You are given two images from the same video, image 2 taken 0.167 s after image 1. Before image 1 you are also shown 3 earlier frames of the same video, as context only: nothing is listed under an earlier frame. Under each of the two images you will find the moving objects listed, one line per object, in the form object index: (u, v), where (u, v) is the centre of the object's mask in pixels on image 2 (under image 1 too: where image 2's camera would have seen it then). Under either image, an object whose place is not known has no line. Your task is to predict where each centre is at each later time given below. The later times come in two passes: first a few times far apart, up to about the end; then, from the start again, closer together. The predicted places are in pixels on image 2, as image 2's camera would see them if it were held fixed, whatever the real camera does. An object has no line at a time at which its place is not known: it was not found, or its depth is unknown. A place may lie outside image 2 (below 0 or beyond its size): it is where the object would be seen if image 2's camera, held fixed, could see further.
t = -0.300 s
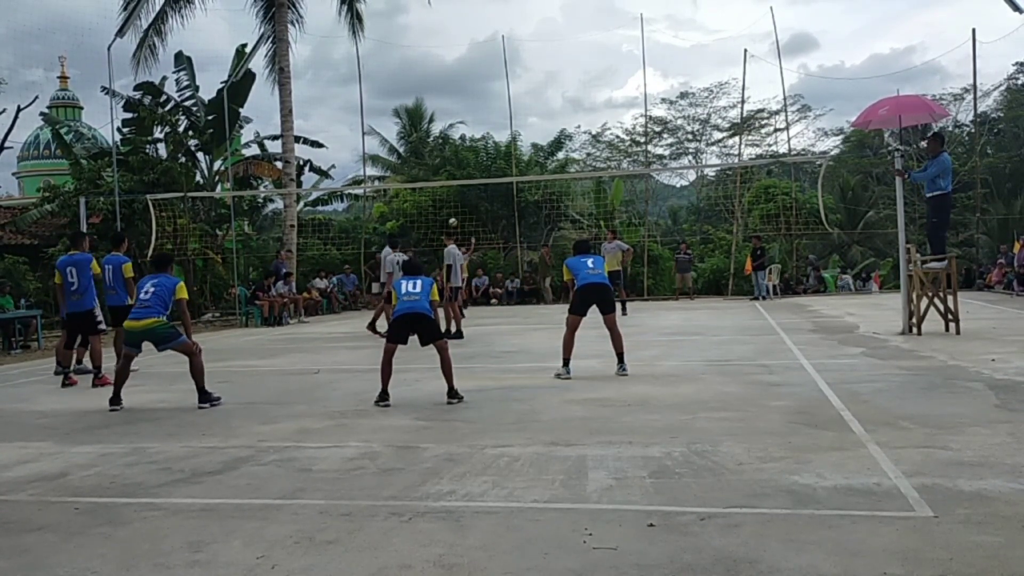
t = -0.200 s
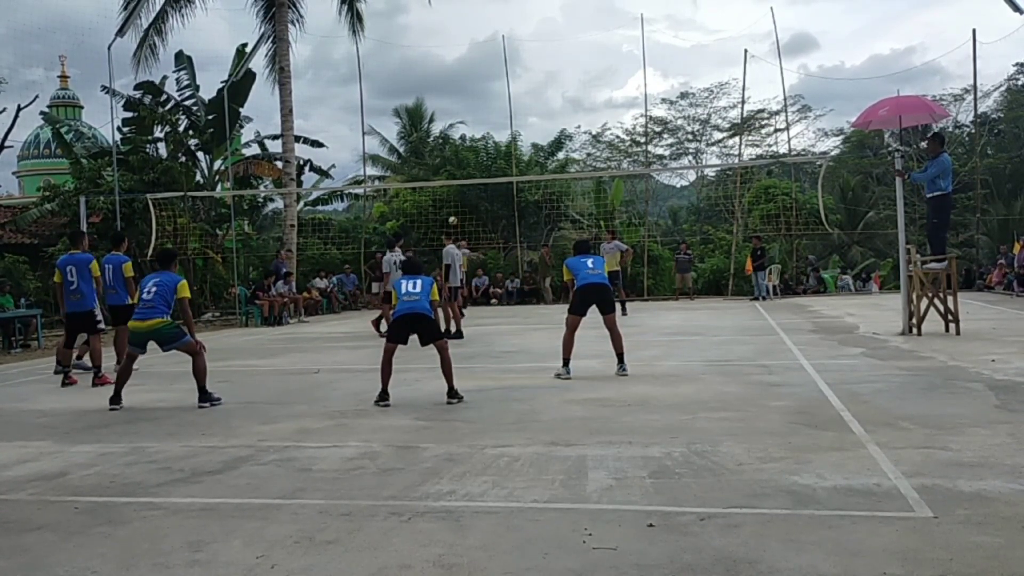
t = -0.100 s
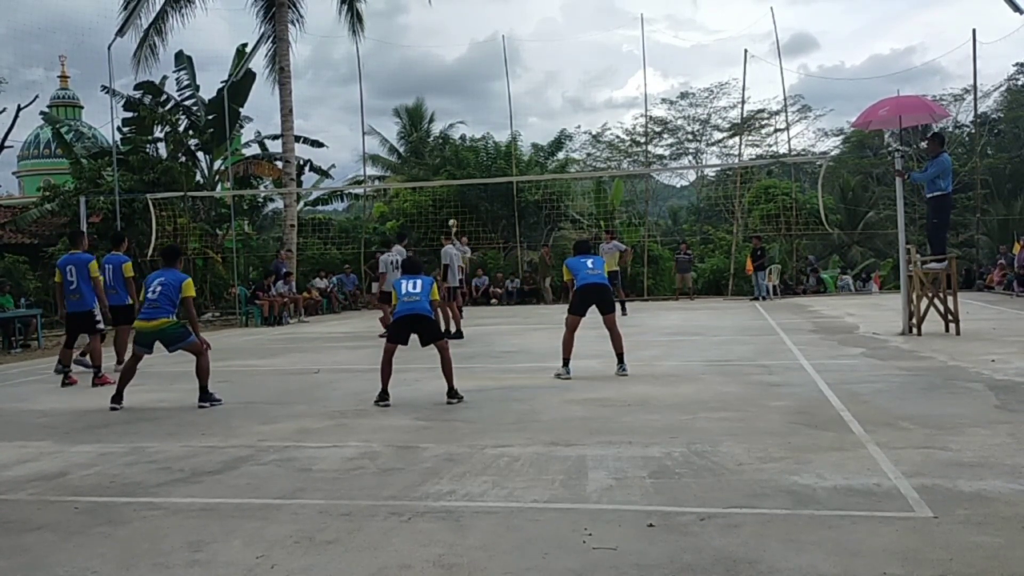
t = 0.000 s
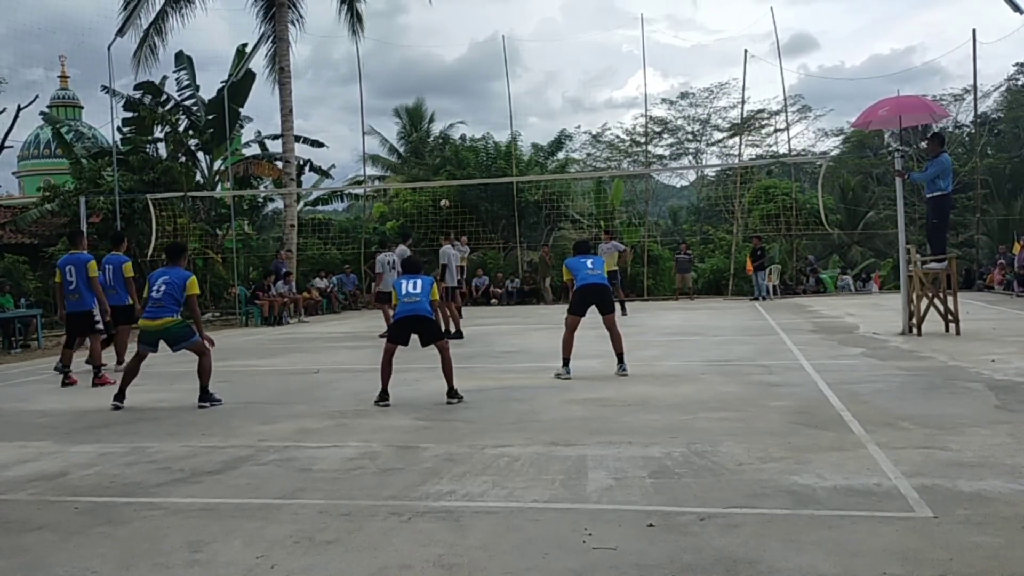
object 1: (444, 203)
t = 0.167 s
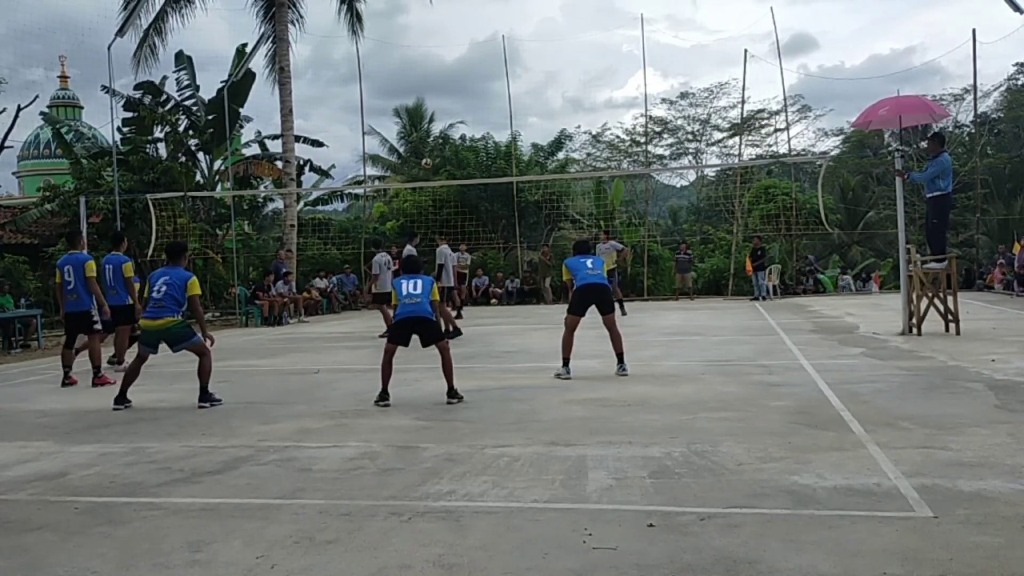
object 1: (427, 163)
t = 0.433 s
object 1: (394, 103)
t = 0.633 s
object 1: (363, 75)
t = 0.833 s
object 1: (325, 76)
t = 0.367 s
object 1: (403, 117)
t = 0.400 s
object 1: (398, 110)
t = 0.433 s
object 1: (394, 103)
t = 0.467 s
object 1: (389, 96)
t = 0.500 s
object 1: (384, 91)
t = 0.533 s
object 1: (379, 86)
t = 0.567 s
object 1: (373, 81)
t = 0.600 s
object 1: (368, 77)
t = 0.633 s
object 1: (363, 75)
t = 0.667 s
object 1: (357, 73)
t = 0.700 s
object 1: (351, 71)
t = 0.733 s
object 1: (345, 71)
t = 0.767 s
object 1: (339, 72)
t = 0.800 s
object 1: (332, 73)
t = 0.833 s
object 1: (325, 76)
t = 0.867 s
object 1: (318, 78)
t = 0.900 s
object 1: (310, 82)
